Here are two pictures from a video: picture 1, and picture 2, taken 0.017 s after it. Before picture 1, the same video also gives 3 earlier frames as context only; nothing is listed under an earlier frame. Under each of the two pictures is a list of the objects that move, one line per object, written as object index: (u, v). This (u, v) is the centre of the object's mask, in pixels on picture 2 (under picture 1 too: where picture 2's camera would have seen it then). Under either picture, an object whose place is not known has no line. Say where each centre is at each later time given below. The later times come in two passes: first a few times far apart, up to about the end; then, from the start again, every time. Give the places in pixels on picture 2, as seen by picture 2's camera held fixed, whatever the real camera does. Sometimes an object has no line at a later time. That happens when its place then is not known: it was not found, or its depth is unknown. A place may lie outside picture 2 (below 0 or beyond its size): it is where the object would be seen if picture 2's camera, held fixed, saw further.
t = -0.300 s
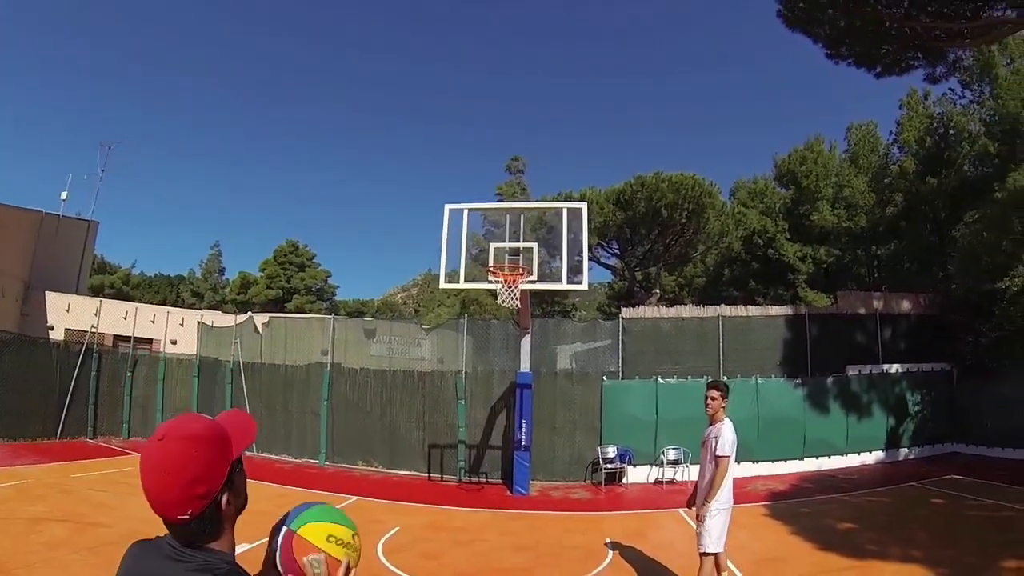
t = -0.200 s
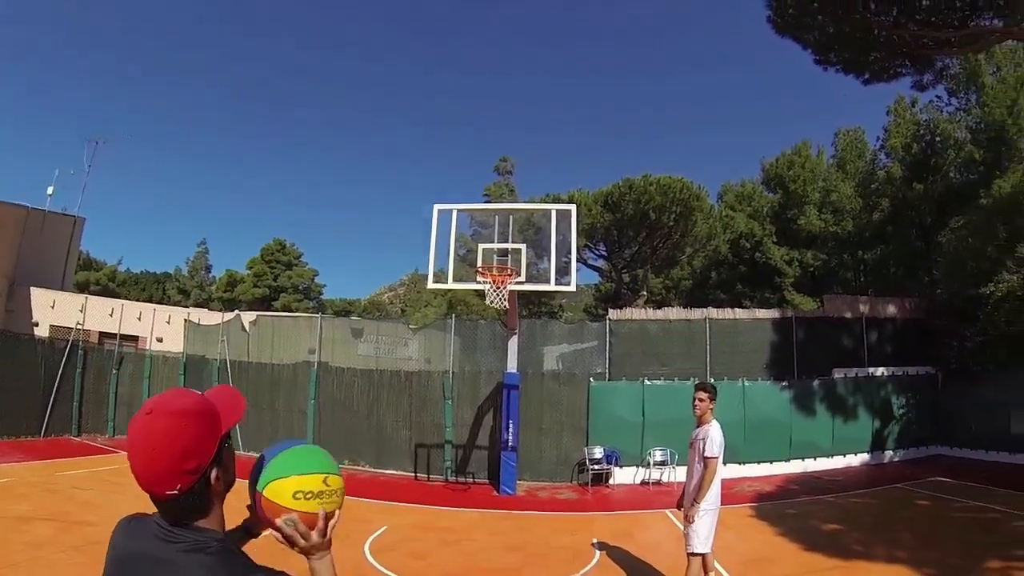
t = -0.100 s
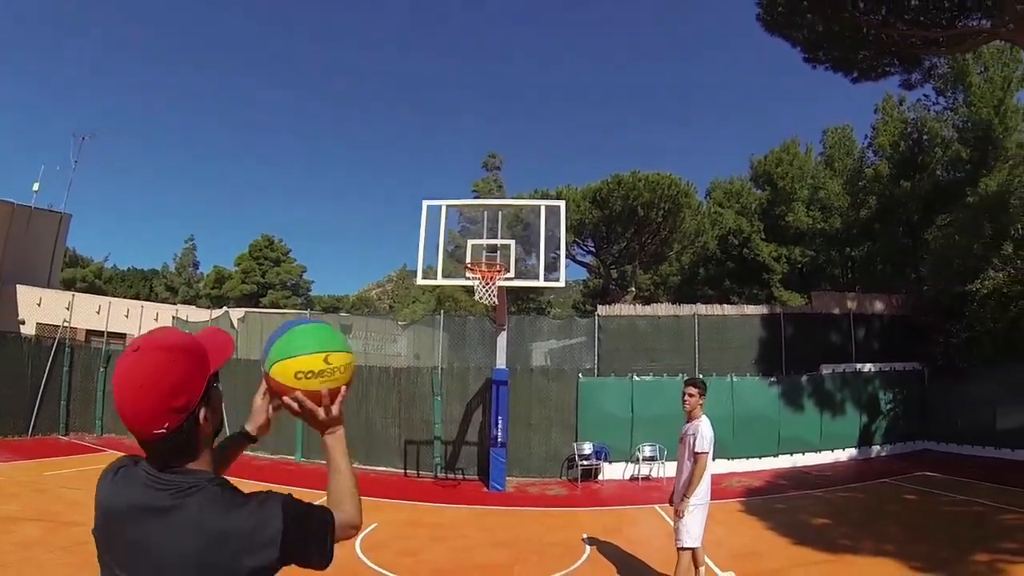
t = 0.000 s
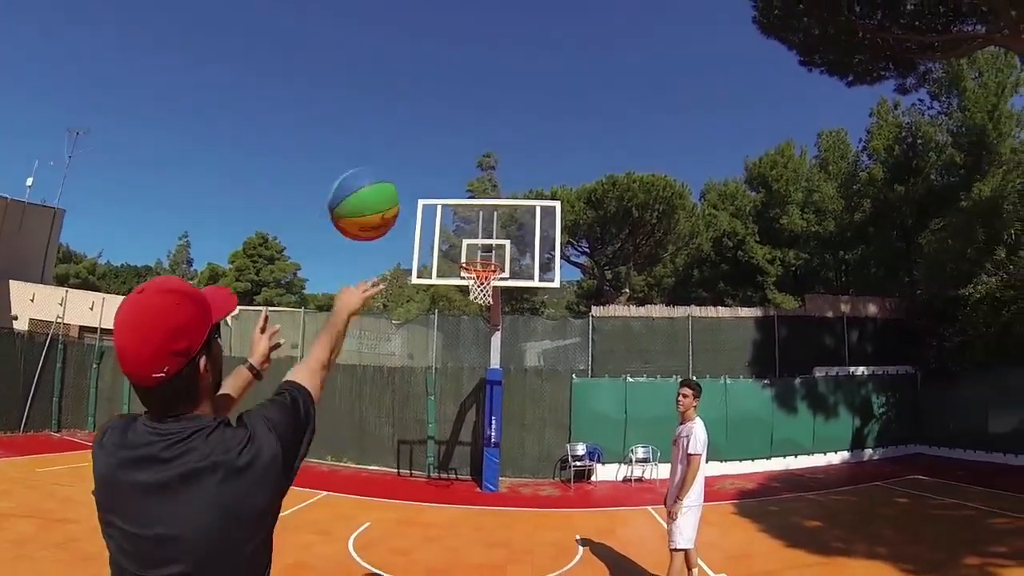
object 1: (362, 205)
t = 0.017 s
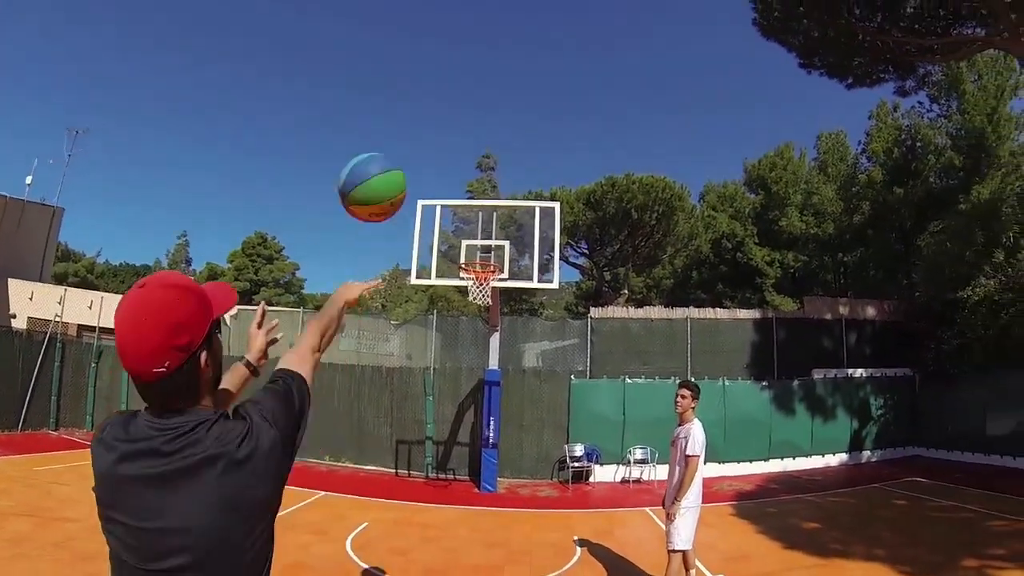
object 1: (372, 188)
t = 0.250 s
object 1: (440, 103)
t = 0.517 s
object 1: (464, 130)
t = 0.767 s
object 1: (473, 203)
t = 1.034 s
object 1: (475, 288)
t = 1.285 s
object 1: (468, 430)
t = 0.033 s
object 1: (380, 173)
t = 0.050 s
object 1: (388, 160)
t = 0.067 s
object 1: (395, 149)
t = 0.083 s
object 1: (402, 140)
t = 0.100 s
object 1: (408, 133)
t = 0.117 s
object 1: (413, 126)
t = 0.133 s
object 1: (417, 120)
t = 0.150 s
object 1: (421, 115)
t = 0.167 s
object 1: (425, 112)
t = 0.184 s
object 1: (429, 109)
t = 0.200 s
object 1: (432, 107)
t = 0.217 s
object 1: (435, 105)
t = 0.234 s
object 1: (438, 104)
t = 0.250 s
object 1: (440, 103)
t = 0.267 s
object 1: (442, 102)
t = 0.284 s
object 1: (445, 102)
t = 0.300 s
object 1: (447, 102)
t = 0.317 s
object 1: (449, 103)
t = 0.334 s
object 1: (450, 103)
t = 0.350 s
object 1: (452, 105)
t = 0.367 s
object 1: (453, 106)
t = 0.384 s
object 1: (455, 107)
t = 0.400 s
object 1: (457, 109)
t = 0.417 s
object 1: (458, 112)
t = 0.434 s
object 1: (459, 115)
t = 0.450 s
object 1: (460, 118)
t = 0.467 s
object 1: (461, 121)
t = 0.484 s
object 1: (463, 125)
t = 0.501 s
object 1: (463, 128)
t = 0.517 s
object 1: (464, 130)
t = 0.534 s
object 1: (465, 134)
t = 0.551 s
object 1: (466, 137)
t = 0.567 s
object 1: (466, 142)
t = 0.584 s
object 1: (467, 146)
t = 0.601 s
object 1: (467, 151)
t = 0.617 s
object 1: (469, 156)
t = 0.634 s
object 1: (469, 160)
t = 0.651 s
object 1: (470, 164)
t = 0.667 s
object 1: (470, 169)
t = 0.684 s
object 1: (471, 174)
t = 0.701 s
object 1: (471, 180)
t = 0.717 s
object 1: (471, 186)
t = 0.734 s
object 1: (472, 192)
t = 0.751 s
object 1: (472, 198)
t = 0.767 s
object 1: (473, 203)
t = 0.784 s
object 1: (473, 209)
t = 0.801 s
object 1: (474, 216)
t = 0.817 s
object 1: (474, 221)
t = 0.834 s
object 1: (475, 228)
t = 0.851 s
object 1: (475, 234)
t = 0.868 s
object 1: (476, 241)
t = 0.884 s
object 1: (476, 248)
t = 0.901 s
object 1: (477, 256)
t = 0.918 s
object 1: (477, 261)
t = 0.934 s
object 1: (478, 264)
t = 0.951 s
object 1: (478, 266)
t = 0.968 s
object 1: (477, 270)
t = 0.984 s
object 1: (476, 274)
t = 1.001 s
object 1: (475, 278)
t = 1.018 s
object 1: (475, 283)
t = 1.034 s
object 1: (475, 288)
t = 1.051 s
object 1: (475, 294)
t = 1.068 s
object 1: (474, 300)
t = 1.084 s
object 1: (472, 306)
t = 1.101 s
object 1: (471, 316)
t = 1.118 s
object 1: (470, 325)
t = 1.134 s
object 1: (474, 329)
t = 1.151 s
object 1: (473, 337)
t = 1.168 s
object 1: (473, 347)
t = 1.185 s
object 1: (473, 358)
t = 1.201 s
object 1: (473, 369)
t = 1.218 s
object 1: (471, 379)
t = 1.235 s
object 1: (470, 391)
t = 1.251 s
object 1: (469, 403)
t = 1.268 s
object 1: (469, 416)
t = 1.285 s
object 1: (468, 430)
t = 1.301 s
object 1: (467, 445)
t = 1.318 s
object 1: (466, 460)
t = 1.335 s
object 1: (466, 478)
